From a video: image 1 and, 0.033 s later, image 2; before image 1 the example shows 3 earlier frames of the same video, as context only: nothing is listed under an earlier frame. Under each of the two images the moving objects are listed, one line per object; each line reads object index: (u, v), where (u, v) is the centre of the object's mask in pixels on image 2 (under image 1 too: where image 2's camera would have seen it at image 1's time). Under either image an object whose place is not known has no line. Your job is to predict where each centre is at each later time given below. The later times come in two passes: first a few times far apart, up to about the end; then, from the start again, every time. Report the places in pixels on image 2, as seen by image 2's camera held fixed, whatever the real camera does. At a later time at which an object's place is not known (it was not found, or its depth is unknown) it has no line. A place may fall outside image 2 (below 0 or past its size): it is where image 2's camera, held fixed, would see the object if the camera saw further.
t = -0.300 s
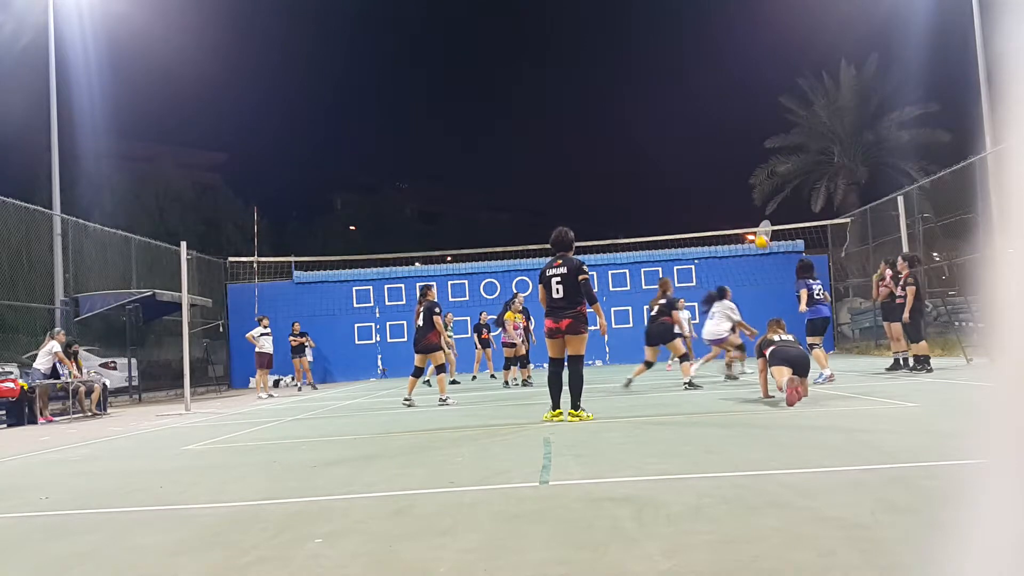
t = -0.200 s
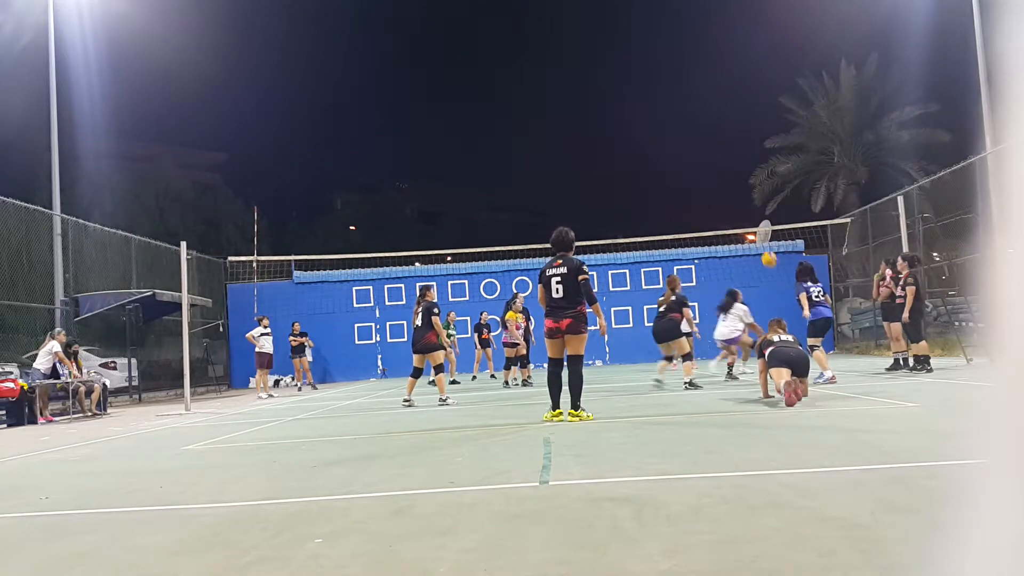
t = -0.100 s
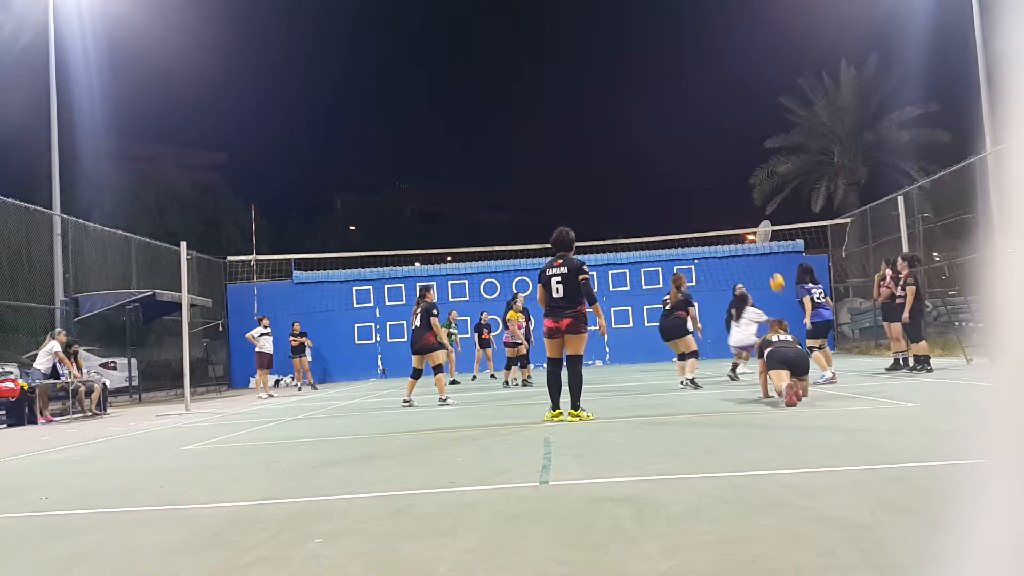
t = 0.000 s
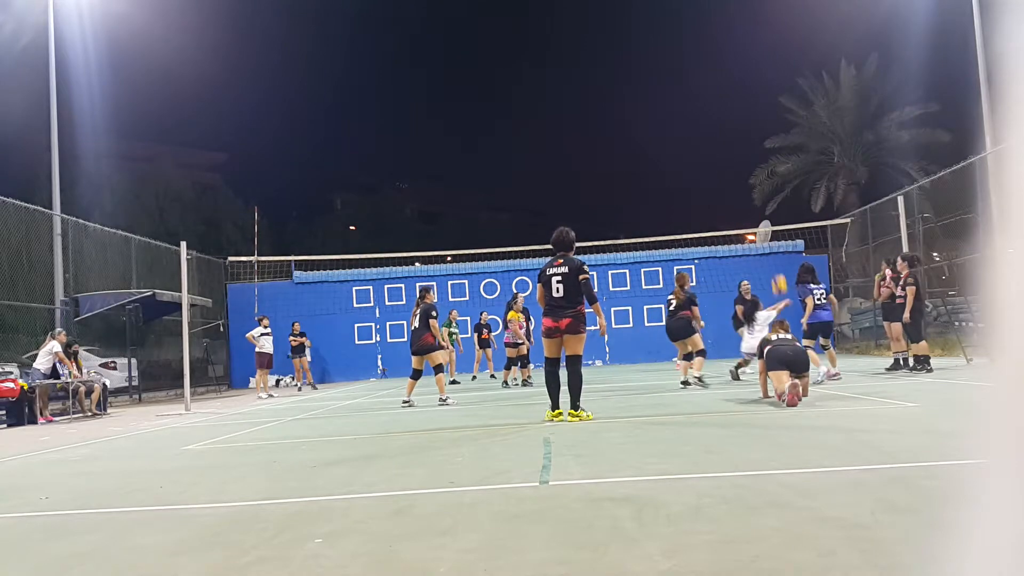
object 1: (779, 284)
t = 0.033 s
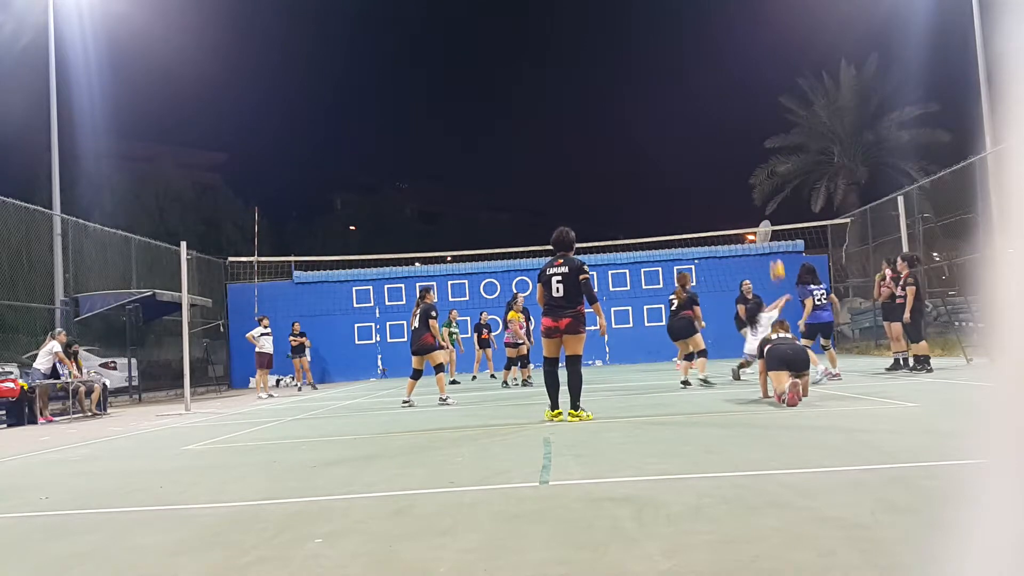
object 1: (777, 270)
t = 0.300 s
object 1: (760, 177)
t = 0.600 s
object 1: (744, 122)
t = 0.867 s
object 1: (732, 126)
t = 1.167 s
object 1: (722, 198)
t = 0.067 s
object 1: (775, 257)
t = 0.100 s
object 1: (773, 242)
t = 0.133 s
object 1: (771, 230)
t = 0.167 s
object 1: (769, 216)
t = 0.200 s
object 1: (767, 206)
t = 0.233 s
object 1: (764, 196)
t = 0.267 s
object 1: (762, 186)
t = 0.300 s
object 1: (760, 177)
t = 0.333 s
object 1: (759, 168)
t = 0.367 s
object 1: (756, 159)
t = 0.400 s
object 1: (755, 152)
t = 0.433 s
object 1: (753, 145)
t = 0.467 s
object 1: (751, 139)
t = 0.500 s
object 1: (749, 134)
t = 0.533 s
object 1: (748, 129)
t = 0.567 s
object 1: (746, 126)
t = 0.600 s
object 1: (744, 122)
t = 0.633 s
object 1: (743, 120)
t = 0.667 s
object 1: (741, 119)
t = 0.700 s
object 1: (740, 118)
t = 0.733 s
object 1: (738, 118)
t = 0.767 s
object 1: (736, 119)
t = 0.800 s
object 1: (735, 120)
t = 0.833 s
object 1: (734, 123)
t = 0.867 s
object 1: (732, 126)
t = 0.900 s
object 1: (731, 130)
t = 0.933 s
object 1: (730, 135)
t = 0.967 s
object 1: (728, 141)
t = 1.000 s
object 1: (727, 148)
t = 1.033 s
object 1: (726, 156)
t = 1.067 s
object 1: (725, 166)
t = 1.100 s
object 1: (724, 175)
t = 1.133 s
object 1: (723, 186)
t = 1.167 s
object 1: (722, 198)
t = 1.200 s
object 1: (721, 211)
